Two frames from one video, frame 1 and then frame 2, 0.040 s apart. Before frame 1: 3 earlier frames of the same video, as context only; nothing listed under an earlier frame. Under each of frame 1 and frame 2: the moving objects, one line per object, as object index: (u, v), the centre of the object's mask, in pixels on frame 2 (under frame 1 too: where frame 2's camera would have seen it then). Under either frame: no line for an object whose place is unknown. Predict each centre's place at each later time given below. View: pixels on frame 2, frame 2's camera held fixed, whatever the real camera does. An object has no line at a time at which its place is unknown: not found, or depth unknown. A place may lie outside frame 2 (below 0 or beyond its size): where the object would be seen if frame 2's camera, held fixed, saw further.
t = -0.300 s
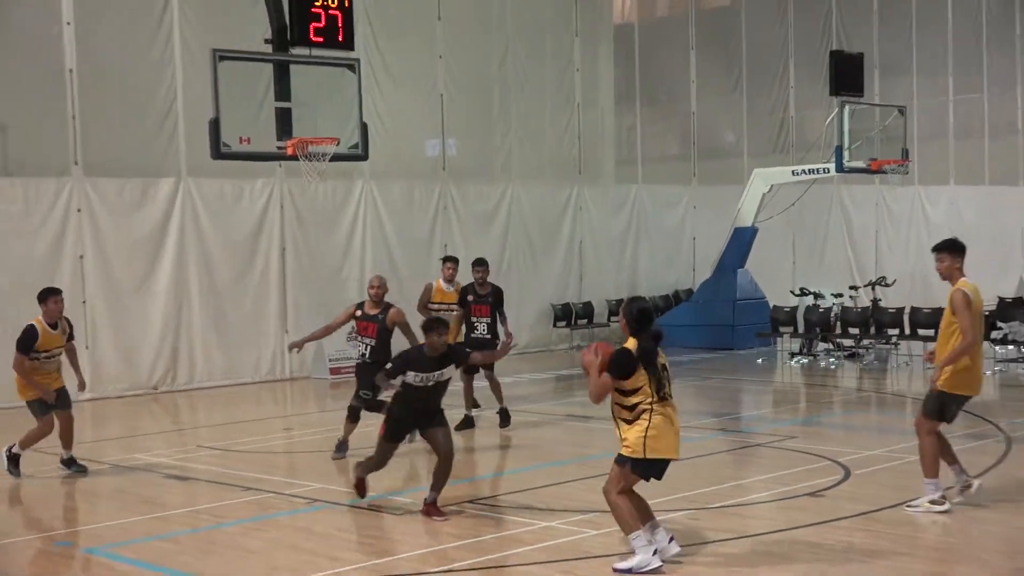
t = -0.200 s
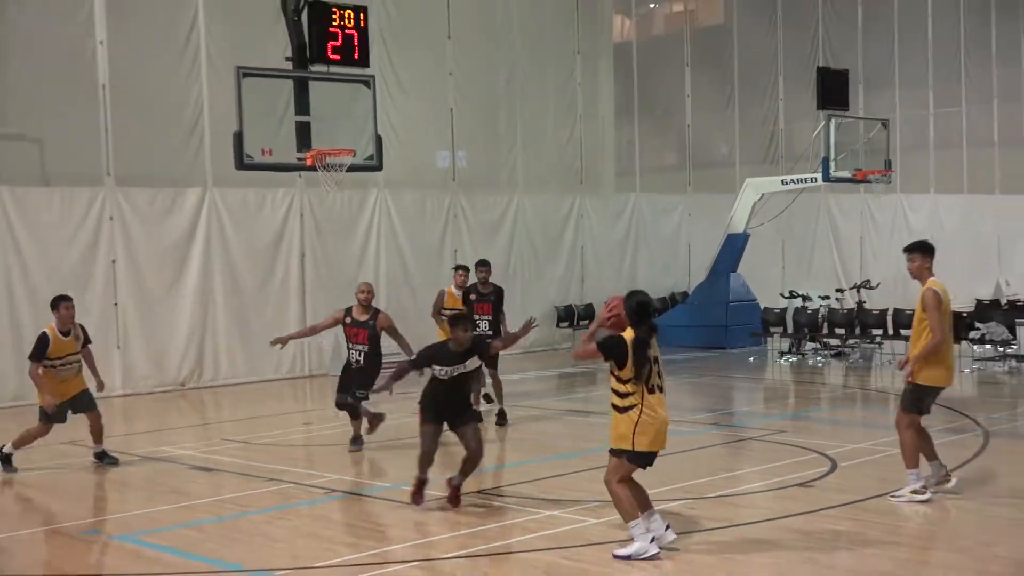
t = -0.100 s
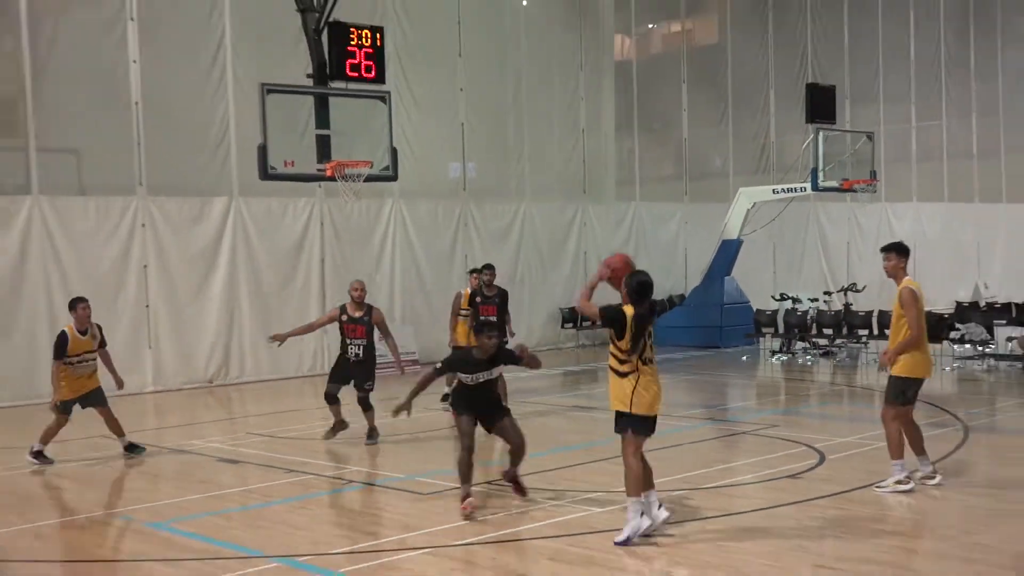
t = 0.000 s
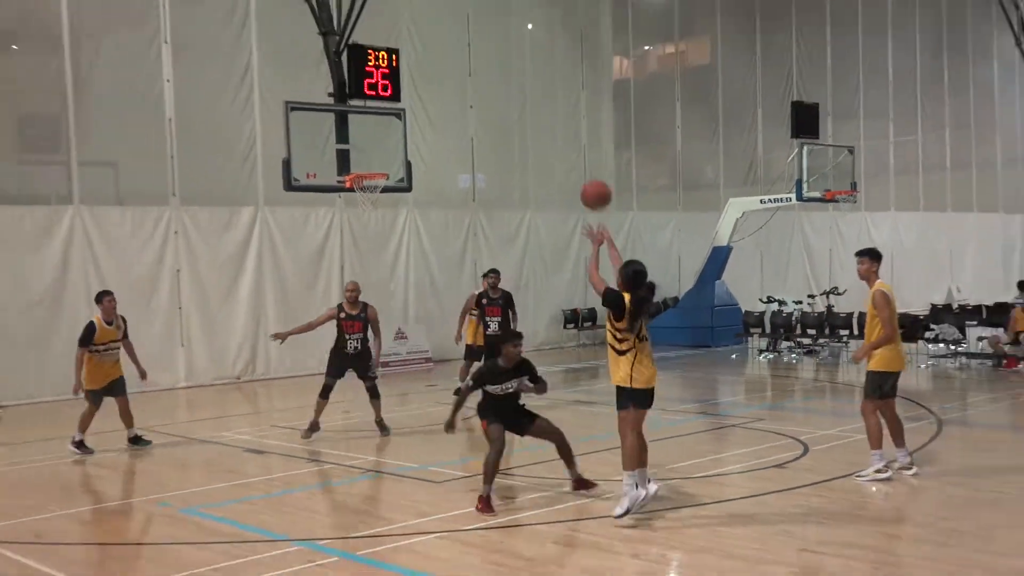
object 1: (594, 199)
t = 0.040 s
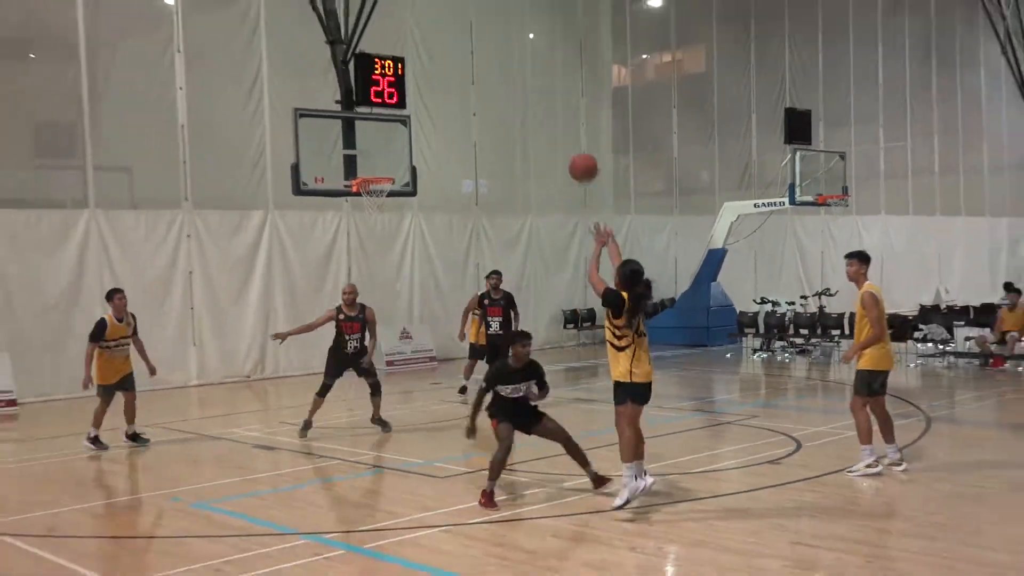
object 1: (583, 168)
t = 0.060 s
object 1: (578, 153)
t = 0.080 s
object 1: (572, 139)
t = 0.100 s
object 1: (567, 125)
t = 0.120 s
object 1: (562, 113)
